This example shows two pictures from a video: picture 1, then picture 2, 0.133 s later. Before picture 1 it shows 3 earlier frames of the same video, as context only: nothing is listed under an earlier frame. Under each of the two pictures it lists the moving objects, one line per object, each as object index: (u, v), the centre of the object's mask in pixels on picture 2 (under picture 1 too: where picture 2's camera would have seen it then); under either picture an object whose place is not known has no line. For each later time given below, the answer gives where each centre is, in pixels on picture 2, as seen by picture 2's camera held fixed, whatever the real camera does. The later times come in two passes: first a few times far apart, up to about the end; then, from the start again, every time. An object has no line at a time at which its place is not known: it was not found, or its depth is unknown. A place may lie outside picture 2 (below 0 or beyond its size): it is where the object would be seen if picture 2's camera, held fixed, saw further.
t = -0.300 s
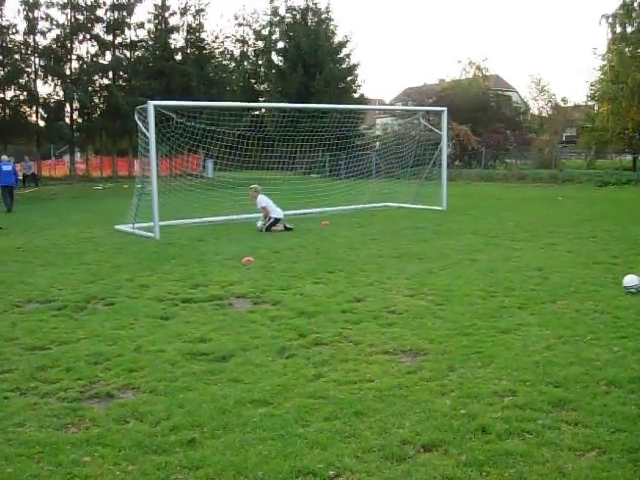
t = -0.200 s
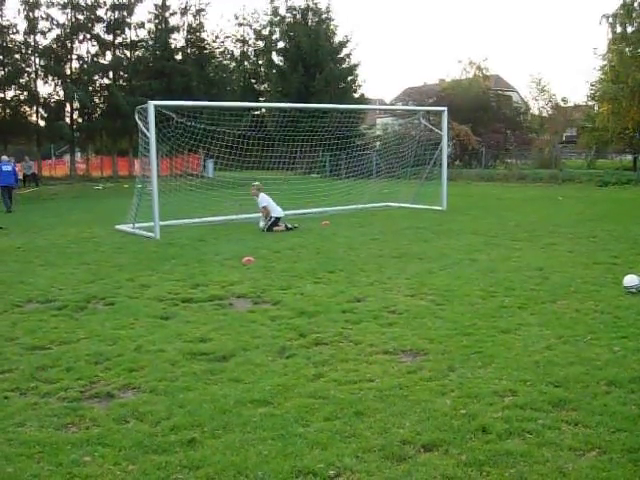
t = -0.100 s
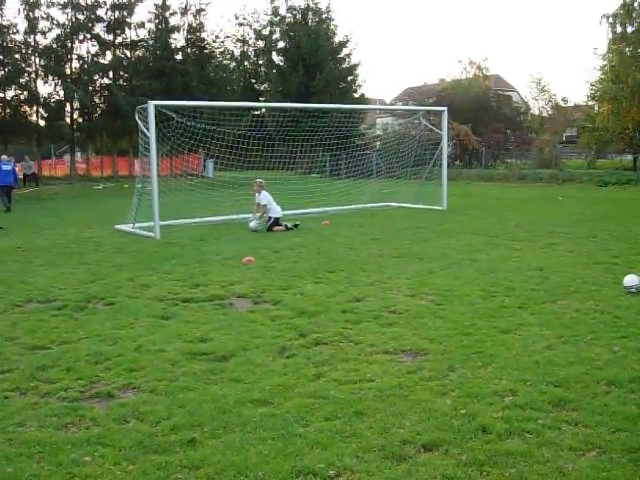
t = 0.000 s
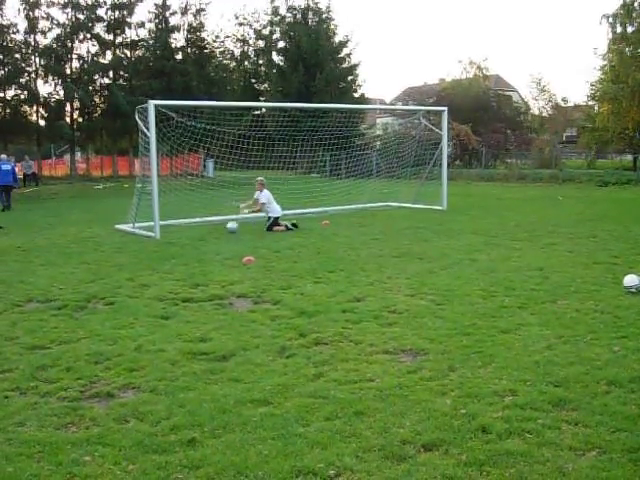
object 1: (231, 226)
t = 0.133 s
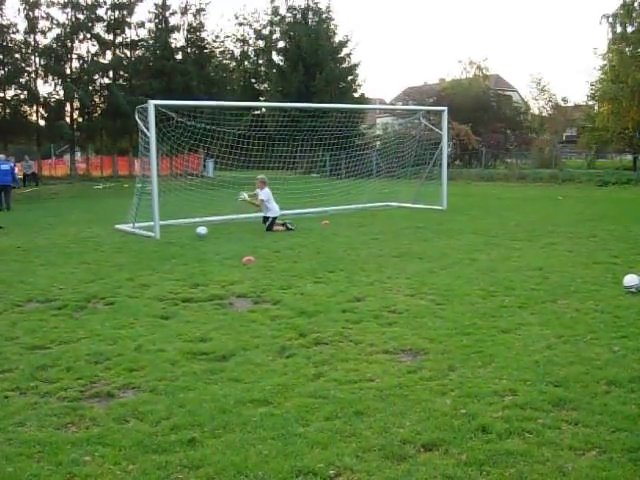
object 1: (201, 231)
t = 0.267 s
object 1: (175, 233)
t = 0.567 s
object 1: (123, 235)
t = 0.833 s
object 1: (80, 242)
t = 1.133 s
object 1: (30, 248)
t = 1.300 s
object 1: (5, 250)
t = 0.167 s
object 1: (195, 231)
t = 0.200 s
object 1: (188, 232)
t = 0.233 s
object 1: (182, 233)
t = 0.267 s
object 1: (175, 233)
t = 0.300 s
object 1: (168, 234)
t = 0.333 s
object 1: (162, 234)
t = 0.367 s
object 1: (157, 235)
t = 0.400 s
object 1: (151, 236)
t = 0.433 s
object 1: (146, 236)
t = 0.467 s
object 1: (140, 237)
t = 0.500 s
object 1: (135, 237)
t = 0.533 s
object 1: (130, 235)
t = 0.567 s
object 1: (123, 235)
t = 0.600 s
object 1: (118, 235)
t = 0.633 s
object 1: (113, 235)
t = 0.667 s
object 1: (107, 236)
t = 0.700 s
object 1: (102, 239)
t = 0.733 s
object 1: (97, 241)
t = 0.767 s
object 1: (91, 241)
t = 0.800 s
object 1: (85, 241)
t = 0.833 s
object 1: (80, 242)
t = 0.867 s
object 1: (74, 242)
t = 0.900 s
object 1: (68, 244)
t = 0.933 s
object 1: (62, 245)
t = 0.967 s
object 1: (57, 245)
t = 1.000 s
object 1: (52, 245)
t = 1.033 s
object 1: (46, 245)
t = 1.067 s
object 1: (41, 246)
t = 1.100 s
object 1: (36, 248)
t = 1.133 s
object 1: (30, 248)
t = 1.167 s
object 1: (25, 248)
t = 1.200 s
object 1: (20, 248)
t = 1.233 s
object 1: (15, 249)
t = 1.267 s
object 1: (8, 250)
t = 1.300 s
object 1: (5, 250)
